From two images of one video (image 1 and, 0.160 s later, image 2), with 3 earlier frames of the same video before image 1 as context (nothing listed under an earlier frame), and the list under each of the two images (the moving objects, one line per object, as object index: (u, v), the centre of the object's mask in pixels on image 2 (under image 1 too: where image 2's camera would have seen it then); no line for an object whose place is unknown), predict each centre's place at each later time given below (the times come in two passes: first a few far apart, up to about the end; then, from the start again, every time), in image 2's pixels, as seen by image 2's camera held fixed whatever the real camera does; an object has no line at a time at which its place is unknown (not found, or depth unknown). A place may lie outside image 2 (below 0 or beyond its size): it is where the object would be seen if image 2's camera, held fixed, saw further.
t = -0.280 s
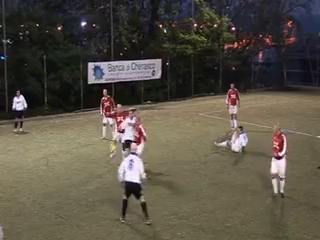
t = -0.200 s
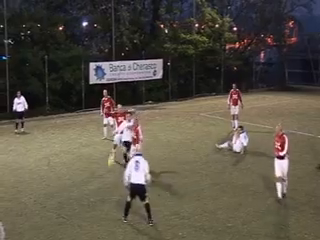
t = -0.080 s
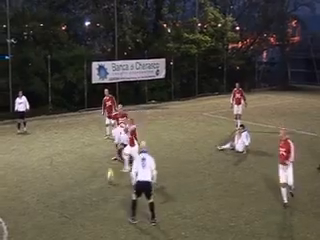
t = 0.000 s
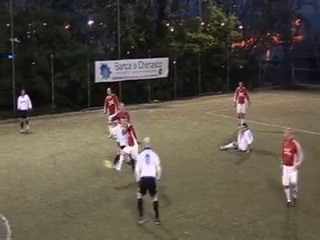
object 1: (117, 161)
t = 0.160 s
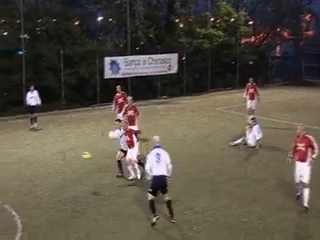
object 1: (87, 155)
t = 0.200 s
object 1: (78, 156)
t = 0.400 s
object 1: (38, 165)
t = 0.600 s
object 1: (-2, 185)
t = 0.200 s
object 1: (78, 156)
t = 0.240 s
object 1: (70, 156)
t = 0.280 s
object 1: (63, 158)
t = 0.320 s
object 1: (55, 159)
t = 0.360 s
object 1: (47, 161)
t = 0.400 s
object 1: (38, 165)
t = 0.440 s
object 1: (31, 168)
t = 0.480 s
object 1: (21, 174)
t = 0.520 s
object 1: (13, 180)
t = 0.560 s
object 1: (3, 186)
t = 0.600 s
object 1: (-2, 185)
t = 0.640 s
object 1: (-7, 181)
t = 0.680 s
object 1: (-13, 180)
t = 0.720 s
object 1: (-17, 178)
